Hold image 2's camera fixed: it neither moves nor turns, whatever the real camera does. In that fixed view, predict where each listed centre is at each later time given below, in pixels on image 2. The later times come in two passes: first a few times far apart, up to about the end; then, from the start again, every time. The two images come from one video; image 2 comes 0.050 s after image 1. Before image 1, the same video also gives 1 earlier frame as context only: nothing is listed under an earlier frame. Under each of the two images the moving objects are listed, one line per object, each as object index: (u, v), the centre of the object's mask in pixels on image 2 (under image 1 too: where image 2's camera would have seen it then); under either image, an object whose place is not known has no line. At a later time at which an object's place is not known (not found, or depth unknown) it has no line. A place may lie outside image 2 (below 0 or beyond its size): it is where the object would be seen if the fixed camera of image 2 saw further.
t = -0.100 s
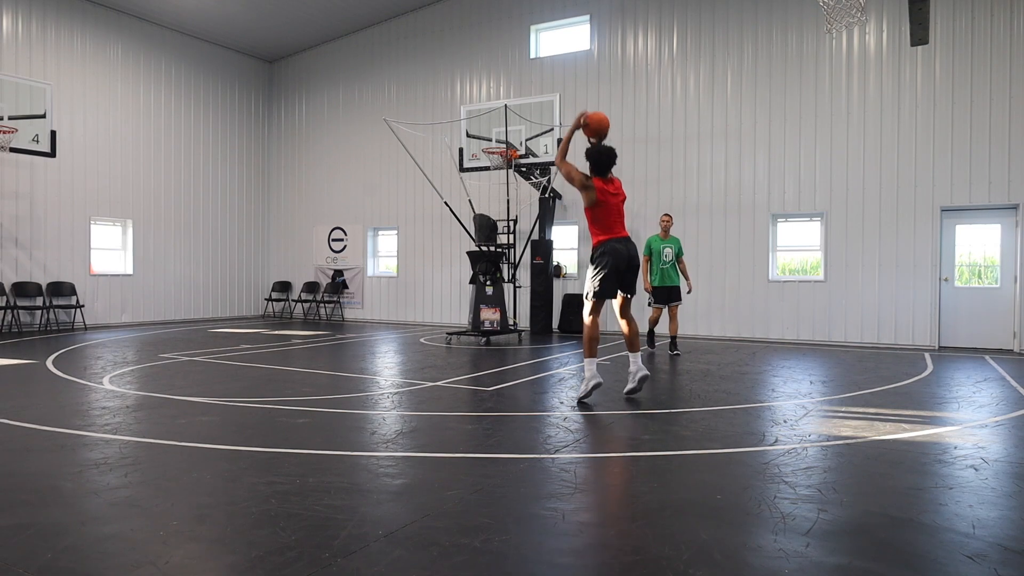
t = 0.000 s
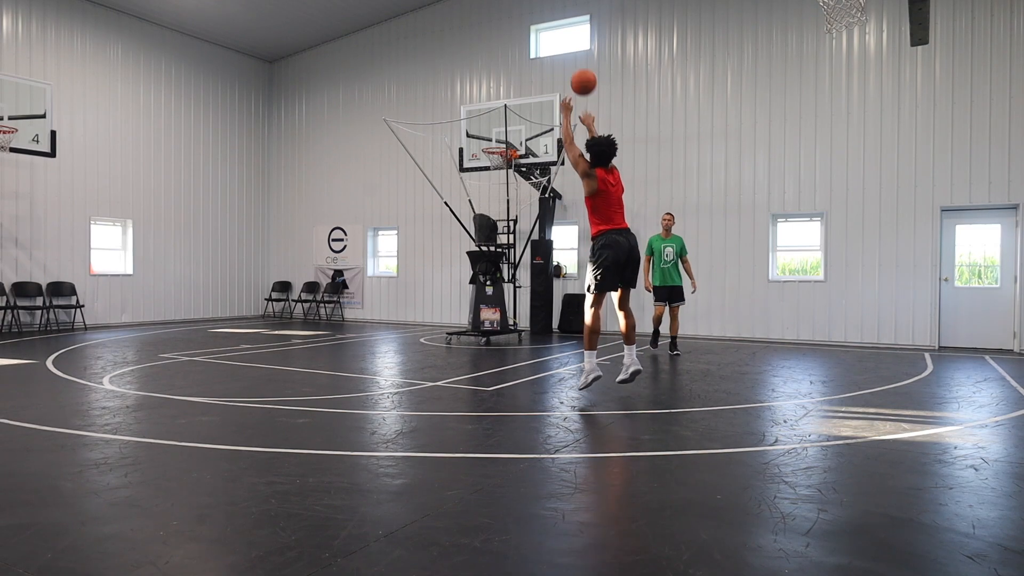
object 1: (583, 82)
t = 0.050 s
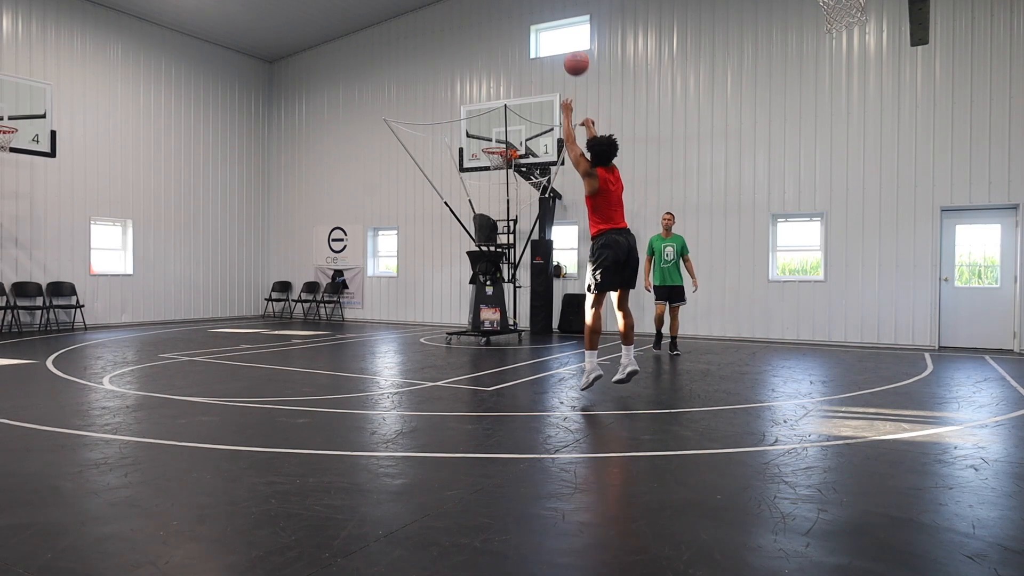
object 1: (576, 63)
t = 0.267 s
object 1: (550, 19)
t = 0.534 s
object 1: (527, 28)
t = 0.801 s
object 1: (509, 81)
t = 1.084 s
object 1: (496, 161)
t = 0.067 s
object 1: (574, 58)
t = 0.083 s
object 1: (572, 53)
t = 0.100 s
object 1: (570, 48)
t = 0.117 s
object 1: (567, 44)
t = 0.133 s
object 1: (565, 39)
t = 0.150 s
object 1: (563, 35)
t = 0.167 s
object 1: (561, 32)
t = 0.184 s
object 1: (559, 29)
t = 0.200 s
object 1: (557, 26)
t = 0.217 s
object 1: (556, 24)
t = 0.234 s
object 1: (554, 22)
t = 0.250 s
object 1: (552, 20)
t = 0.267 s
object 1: (550, 19)
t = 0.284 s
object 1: (549, 18)
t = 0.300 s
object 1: (547, 17)
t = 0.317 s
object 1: (545, 16)
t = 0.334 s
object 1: (544, 16)
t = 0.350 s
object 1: (542, 16)
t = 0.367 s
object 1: (541, 16)
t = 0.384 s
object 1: (539, 16)
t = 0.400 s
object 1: (538, 17)
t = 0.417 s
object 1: (536, 17)
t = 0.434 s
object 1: (535, 18)
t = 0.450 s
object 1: (533, 19)
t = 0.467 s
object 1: (532, 21)
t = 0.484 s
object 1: (531, 22)
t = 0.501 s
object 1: (529, 24)
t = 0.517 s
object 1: (528, 26)
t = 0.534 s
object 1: (527, 28)
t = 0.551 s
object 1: (525, 30)
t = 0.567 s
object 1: (524, 32)
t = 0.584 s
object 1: (523, 35)
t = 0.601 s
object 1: (521, 38)
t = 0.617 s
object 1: (520, 40)
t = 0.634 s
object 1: (519, 43)
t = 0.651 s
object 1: (518, 47)
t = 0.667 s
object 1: (517, 50)
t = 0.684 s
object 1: (516, 53)
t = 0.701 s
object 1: (515, 57)
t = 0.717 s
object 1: (514, 61)
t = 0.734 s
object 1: (513, 65)
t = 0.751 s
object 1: (512, 69)
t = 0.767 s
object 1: (511, 73)
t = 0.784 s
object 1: (510, 77)
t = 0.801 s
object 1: (509, 81)
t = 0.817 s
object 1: (508, 85)
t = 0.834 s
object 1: (507, 90)
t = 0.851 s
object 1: (506, 95)
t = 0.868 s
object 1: (505, 99)
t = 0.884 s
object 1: (504, 102)
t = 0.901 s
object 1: (503, 110)
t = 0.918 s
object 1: (502, 114)
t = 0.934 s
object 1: (501, 119)
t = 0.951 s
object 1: (500, 125)
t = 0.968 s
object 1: (499, 130)
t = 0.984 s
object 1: (498, 136)
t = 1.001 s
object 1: (498, 141)
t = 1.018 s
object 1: (497, 144)
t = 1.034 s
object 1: (496, 152)
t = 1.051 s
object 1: (496, 154)
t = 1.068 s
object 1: (496, 155)
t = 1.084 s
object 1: (496, 161)
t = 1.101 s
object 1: (495, 163)
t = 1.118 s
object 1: (496, 163)
